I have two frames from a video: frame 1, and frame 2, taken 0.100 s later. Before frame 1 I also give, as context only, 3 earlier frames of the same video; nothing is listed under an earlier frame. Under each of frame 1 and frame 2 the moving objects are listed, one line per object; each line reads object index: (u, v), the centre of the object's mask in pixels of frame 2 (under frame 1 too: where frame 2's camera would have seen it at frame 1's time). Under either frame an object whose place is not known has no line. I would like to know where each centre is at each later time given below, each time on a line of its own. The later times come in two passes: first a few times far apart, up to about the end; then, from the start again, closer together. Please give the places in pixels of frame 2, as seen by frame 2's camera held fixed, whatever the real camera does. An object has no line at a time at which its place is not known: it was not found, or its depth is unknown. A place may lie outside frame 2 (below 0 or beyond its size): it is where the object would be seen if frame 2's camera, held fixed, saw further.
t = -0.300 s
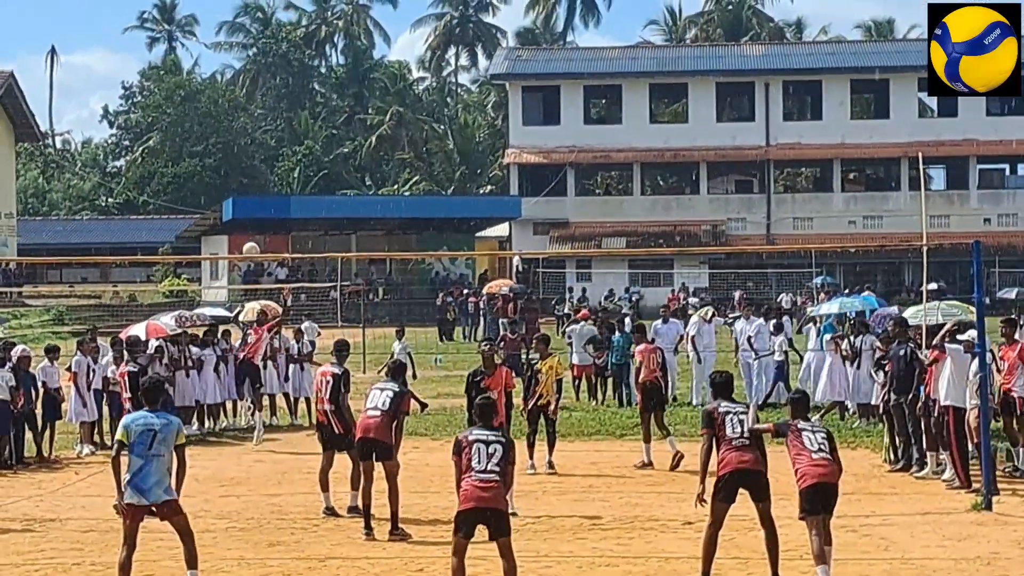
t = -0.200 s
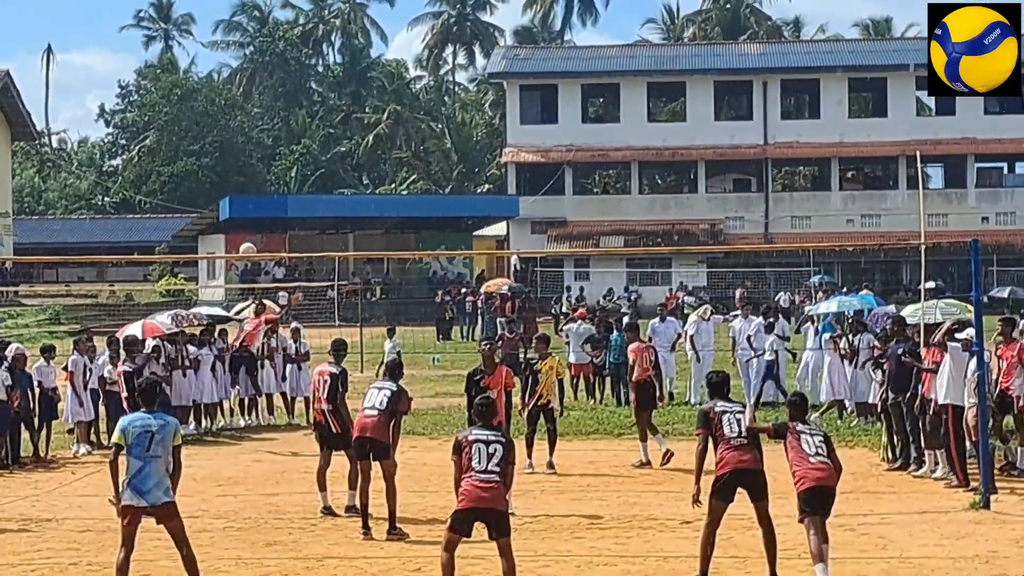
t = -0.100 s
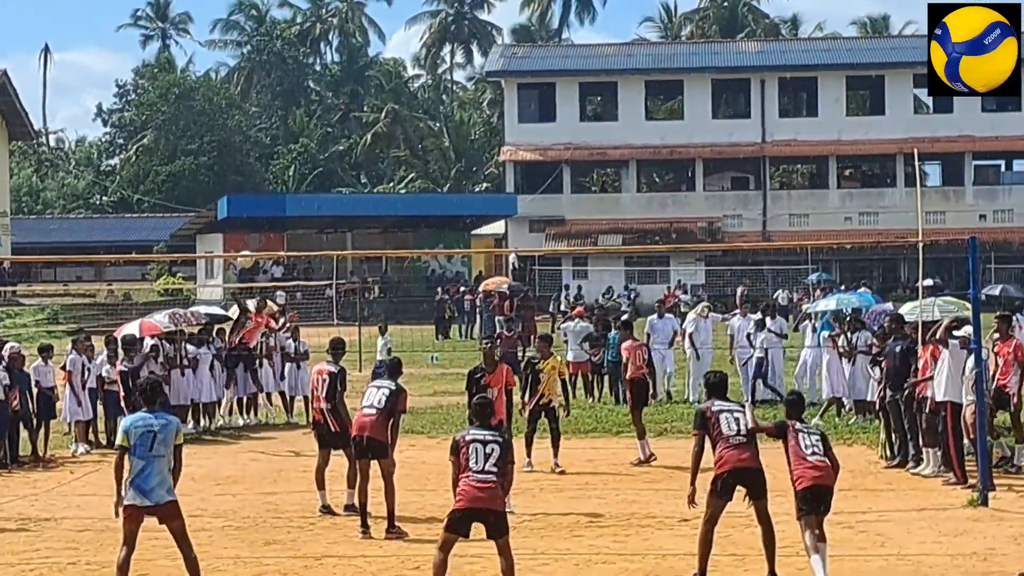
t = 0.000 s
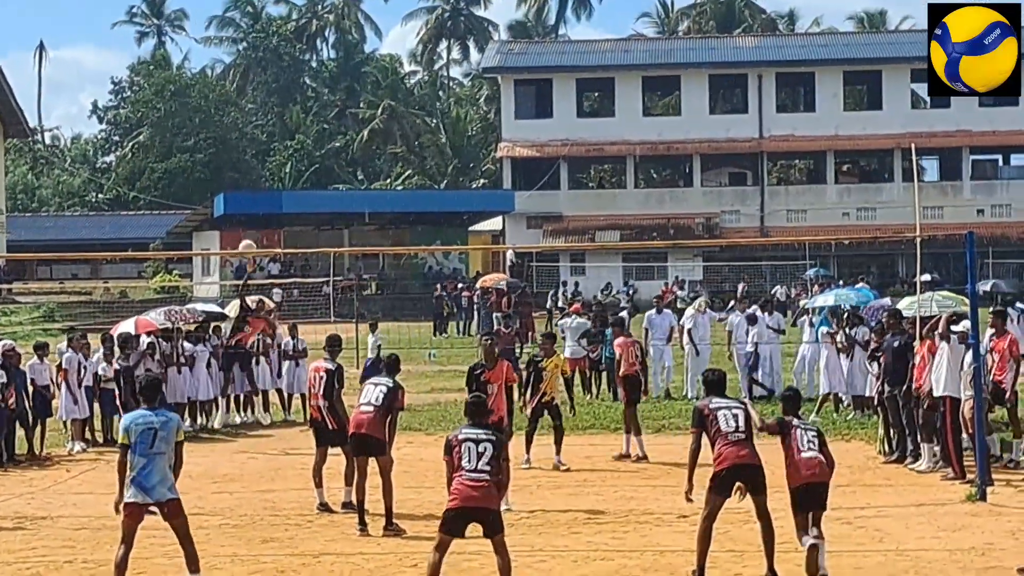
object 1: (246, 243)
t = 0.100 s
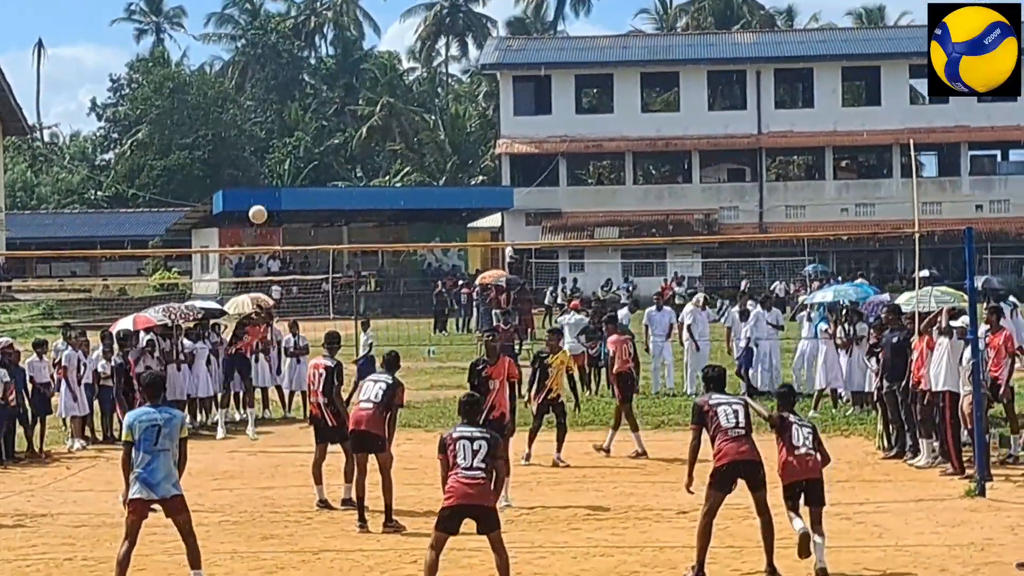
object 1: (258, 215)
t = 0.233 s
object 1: (271, 180)
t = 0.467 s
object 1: (291, 156)
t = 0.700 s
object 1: (310, 199)
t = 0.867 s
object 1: (322, 281)
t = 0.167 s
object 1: (264, 195)
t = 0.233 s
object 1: (271, 180)
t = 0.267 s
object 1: (274, 173)
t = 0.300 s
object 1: (276, 167)
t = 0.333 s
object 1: (279, 162)
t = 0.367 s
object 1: (282, 159)
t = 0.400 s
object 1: (285, 157)
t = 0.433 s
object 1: (288, 155)
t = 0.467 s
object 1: (291, 156)
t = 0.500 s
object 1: (293, 158)
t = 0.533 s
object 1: (296, 161)
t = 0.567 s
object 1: (299, 166)
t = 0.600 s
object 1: (302, 172)
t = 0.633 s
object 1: (305, 180)
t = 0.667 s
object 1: (307, 189)
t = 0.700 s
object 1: (310, 199)
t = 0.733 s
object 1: (312, 212)
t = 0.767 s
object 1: (315, 226)
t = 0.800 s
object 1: (317, 242)
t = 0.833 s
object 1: (319, 260)
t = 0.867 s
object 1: (322, 281)
